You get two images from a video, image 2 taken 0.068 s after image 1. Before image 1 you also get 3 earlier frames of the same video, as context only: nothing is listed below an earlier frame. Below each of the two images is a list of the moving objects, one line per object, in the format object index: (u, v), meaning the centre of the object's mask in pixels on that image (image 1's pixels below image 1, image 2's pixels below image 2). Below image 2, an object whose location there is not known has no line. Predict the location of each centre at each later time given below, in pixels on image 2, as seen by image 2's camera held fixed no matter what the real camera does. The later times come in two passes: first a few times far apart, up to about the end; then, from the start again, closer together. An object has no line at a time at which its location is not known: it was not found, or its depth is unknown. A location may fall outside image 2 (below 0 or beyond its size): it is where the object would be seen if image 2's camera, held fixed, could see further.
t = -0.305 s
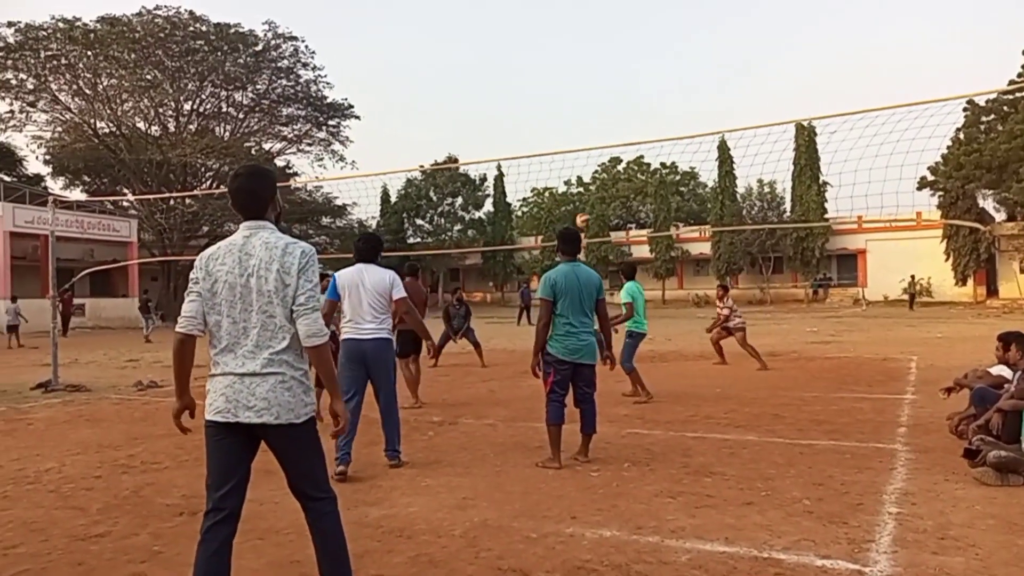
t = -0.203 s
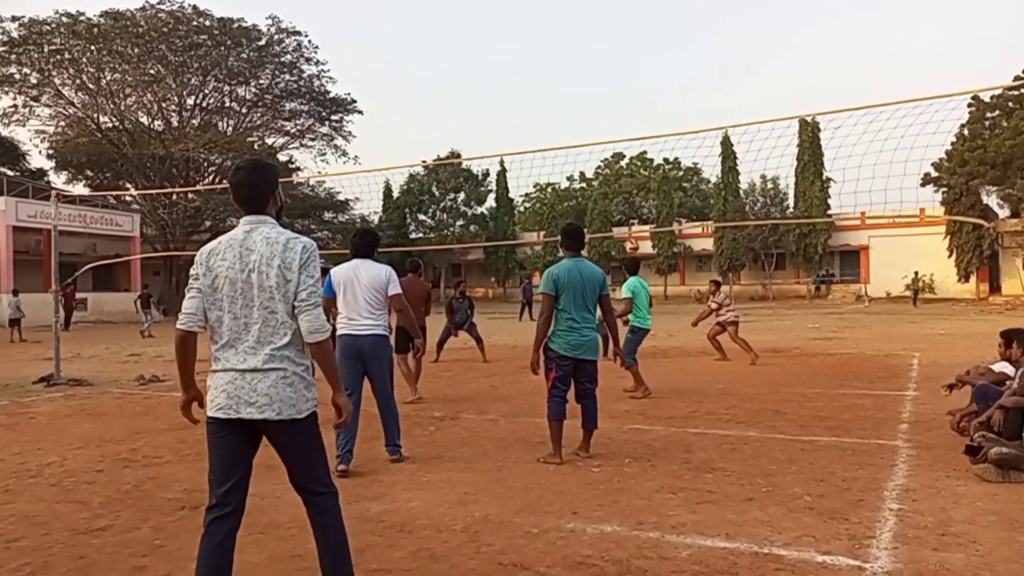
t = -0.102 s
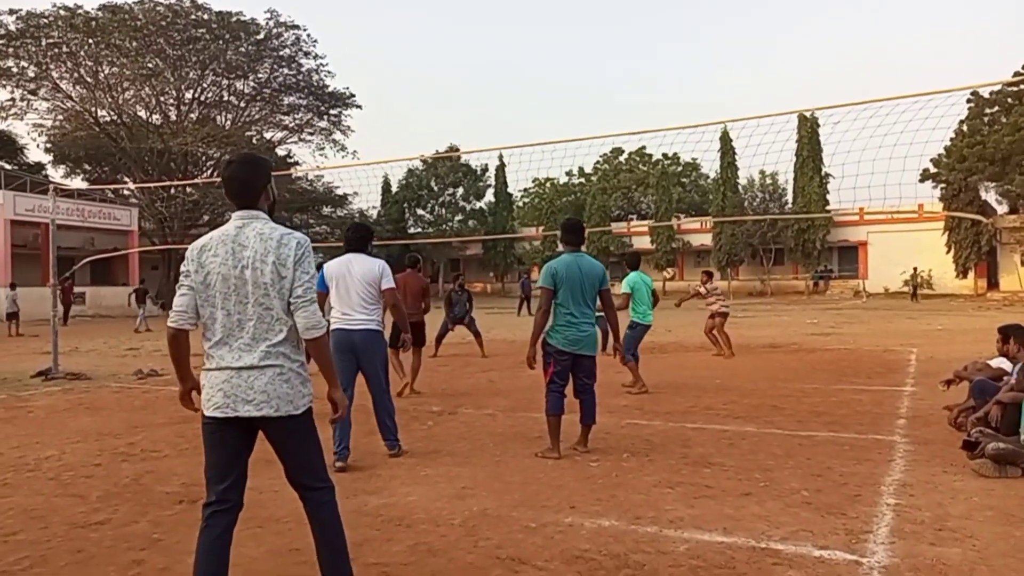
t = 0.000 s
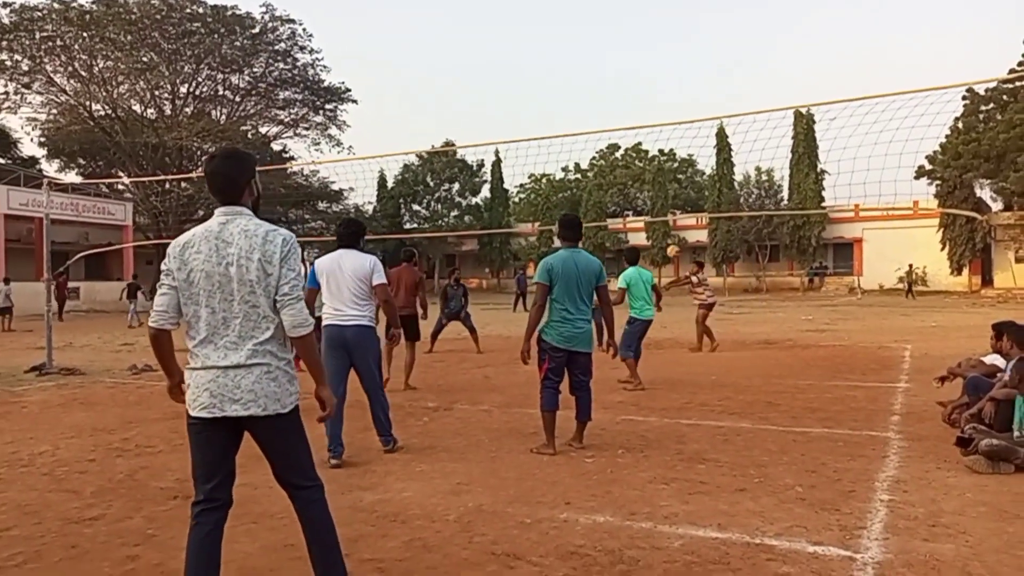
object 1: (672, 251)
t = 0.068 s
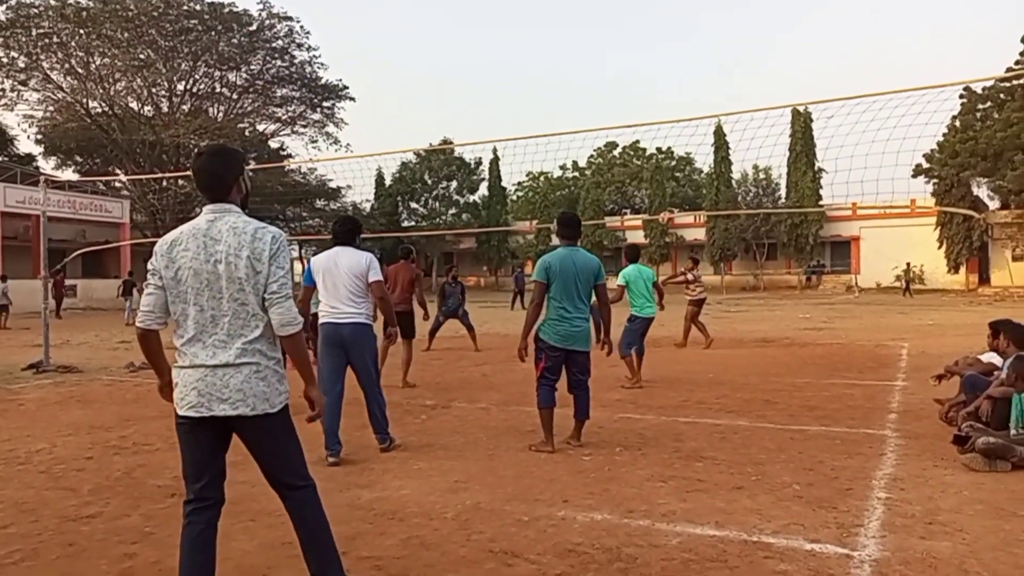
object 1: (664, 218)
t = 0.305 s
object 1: (647, 129)
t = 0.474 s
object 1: (634, 83)
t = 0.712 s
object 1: (617, 47)
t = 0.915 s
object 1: (602, 43)
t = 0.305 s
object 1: (647, 129)
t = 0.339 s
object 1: (643, 117)
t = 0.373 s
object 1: (641, 108)
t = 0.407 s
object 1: (638, 99)
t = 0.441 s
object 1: (636, 91)
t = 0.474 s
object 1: (634, 83)
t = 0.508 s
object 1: (631, 76)
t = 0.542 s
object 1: (629, 69)
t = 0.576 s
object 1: (627, 63)
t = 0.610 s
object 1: (624, 58)
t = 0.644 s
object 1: (622, 53)
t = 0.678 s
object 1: (620, 50)
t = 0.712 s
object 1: (617, 47)
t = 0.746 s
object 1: (614, 44)
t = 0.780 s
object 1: (611, 42)
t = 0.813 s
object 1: (609, 41)
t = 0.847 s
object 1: (606, 41)
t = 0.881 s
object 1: (604, 42)
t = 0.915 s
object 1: (602, 43)
